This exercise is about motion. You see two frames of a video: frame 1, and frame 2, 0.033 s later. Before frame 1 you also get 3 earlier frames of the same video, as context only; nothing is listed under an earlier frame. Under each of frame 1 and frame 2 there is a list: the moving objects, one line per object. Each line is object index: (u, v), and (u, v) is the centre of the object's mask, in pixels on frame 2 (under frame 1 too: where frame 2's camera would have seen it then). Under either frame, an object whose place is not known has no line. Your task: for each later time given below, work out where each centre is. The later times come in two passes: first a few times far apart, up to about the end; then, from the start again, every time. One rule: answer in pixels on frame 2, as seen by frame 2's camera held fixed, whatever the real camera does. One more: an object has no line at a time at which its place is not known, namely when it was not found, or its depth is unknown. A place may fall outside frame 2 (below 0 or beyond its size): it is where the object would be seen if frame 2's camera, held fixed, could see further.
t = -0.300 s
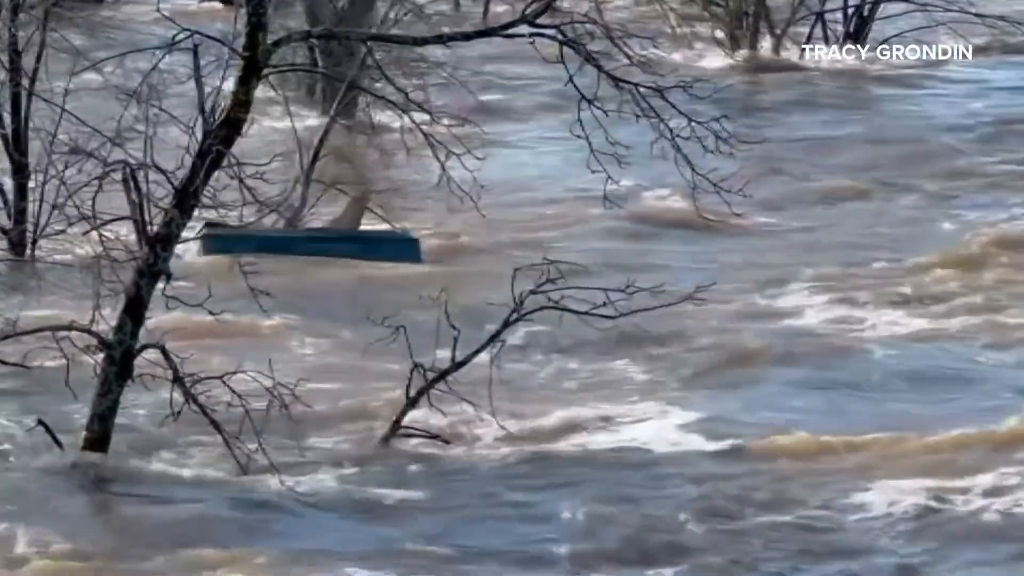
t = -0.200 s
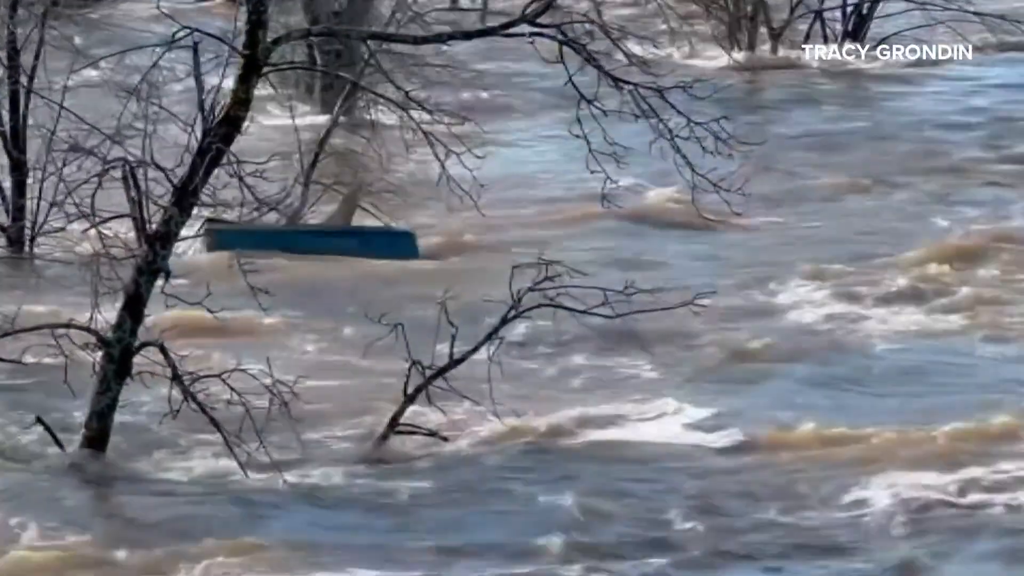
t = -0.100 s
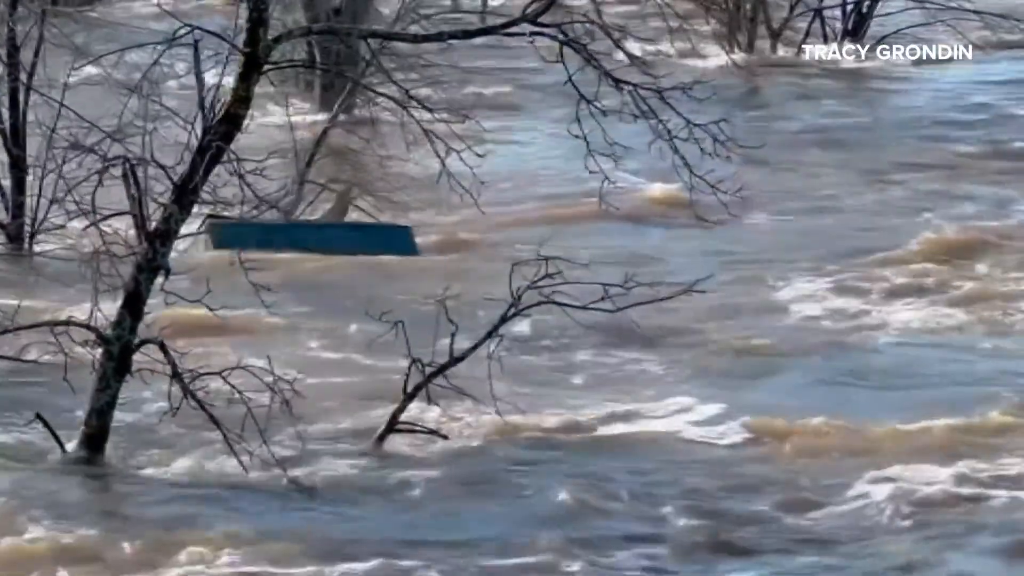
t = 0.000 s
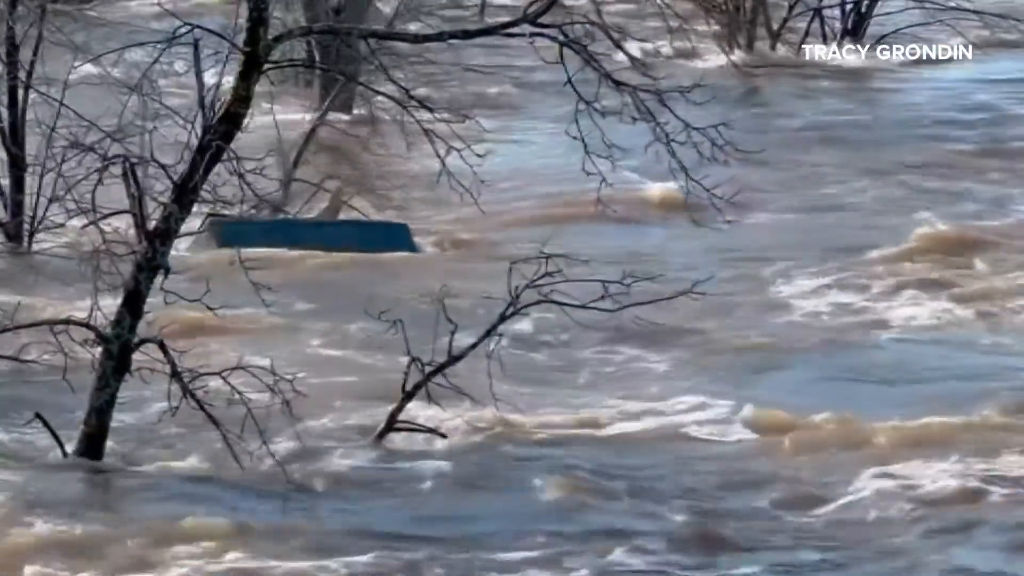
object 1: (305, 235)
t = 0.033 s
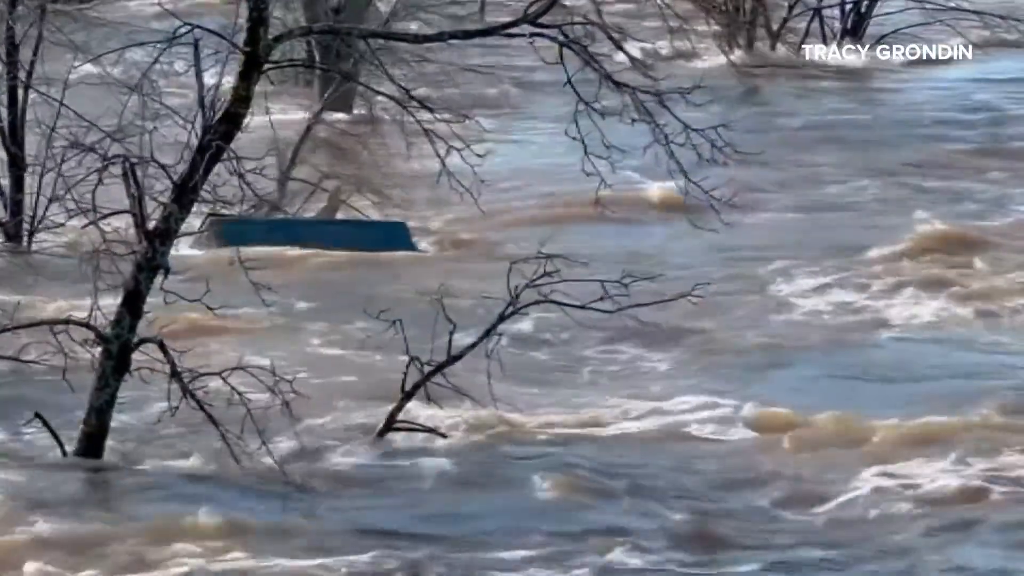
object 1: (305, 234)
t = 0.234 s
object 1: (309, 232)
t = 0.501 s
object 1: (320, 230)
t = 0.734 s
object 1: (335, 230)
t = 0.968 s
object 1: (347, 229)
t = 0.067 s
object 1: (306, 233)
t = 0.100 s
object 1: (306, 232)
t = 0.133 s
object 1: (306, 232)
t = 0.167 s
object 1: (306, 232)
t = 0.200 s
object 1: (308, 232)
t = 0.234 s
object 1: (309, 232)
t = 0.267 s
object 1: (310, 231)
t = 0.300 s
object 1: (310, 231)
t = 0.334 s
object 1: (311, 231)
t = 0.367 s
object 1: (313, 231)
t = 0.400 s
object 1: (315, 230)
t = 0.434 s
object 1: (316, 230)
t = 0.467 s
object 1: (318, 230)
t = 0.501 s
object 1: (320, 230)
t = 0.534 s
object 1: (320, 231)
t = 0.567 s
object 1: (323, 231)
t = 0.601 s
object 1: (324, 231)
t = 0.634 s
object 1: (329, 231)
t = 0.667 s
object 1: (332, 231)
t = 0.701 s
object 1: (334, 231)
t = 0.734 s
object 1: (335, 230)
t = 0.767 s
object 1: (338, 230)
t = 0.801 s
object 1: (341, 230)
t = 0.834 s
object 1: (348, 230)
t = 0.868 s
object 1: (337, 229)
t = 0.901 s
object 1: (341, 229)
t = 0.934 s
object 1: (346, 228)
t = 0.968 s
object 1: (347, 229)
